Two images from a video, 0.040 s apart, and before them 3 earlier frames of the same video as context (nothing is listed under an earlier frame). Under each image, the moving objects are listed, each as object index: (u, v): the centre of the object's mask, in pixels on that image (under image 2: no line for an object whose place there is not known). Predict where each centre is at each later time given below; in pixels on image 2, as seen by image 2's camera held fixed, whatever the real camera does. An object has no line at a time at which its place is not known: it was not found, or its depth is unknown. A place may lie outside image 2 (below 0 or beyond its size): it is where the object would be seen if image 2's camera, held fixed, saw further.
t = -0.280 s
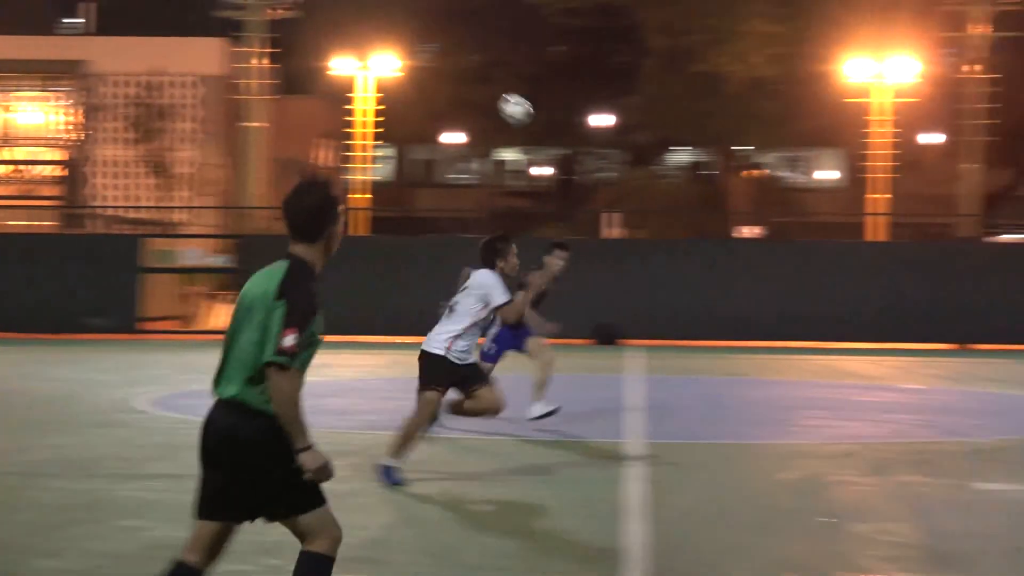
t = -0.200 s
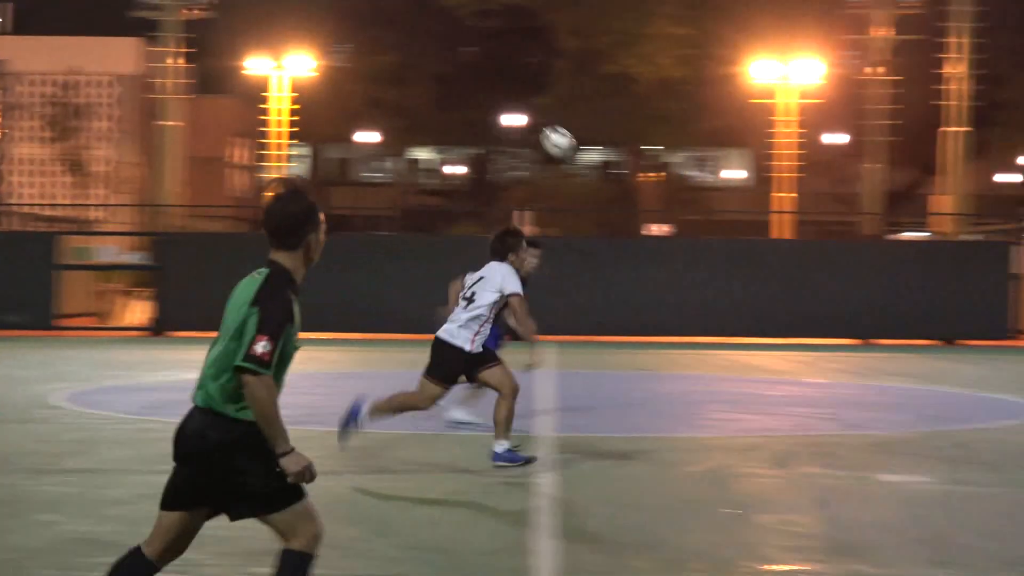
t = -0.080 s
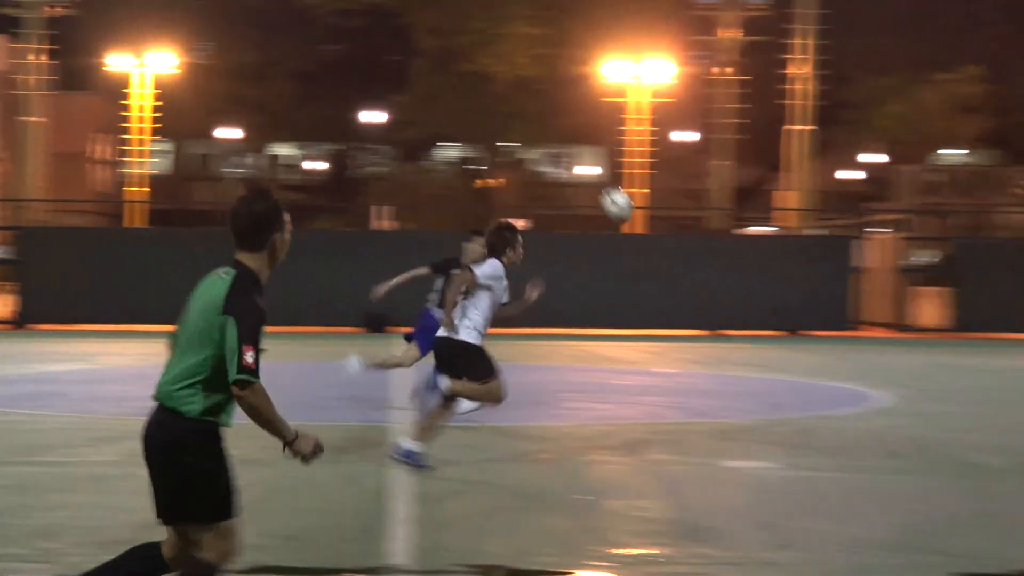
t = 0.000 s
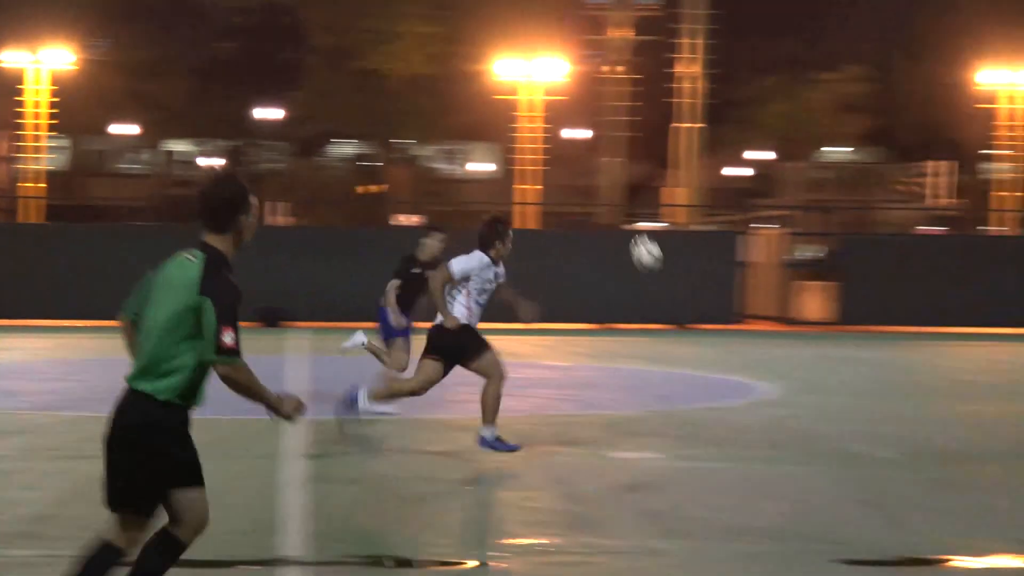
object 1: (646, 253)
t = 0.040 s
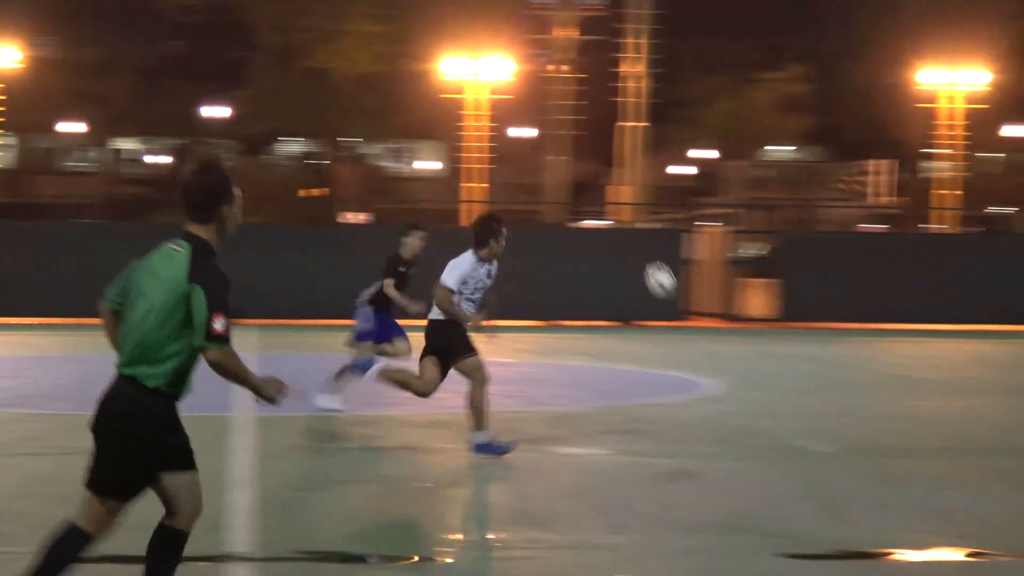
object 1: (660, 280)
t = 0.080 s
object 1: (732, 311)
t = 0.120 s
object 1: (810, 348)
